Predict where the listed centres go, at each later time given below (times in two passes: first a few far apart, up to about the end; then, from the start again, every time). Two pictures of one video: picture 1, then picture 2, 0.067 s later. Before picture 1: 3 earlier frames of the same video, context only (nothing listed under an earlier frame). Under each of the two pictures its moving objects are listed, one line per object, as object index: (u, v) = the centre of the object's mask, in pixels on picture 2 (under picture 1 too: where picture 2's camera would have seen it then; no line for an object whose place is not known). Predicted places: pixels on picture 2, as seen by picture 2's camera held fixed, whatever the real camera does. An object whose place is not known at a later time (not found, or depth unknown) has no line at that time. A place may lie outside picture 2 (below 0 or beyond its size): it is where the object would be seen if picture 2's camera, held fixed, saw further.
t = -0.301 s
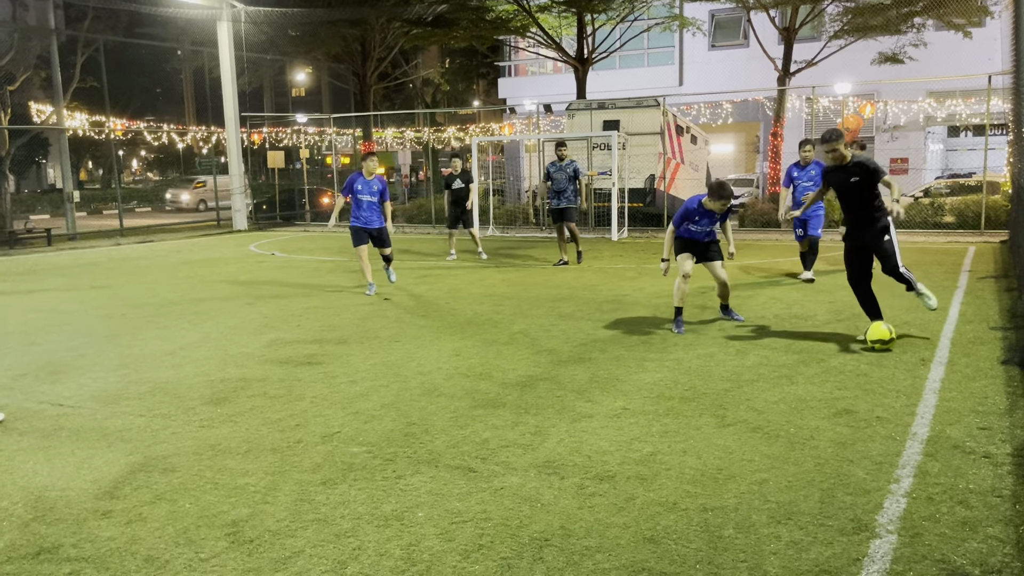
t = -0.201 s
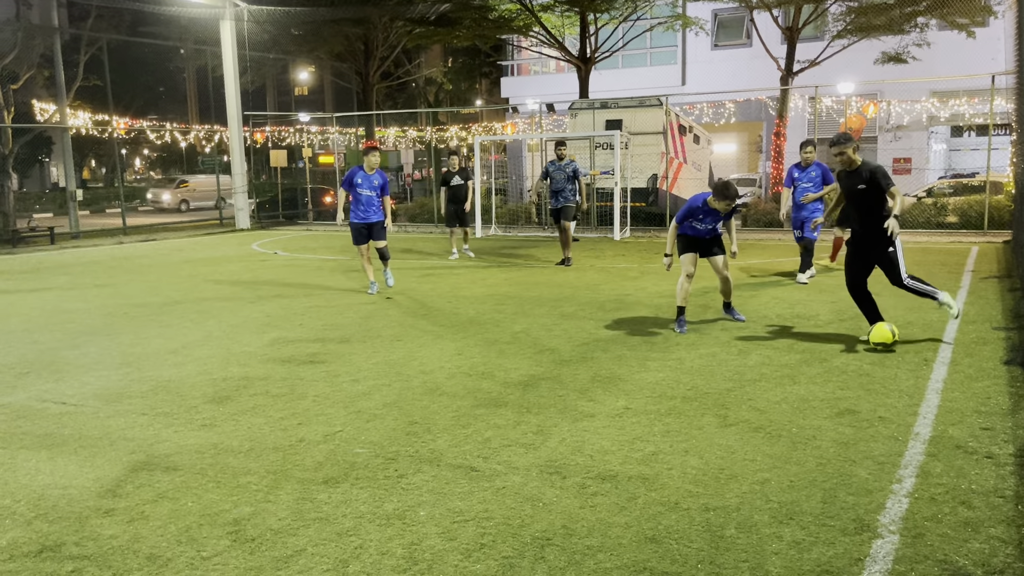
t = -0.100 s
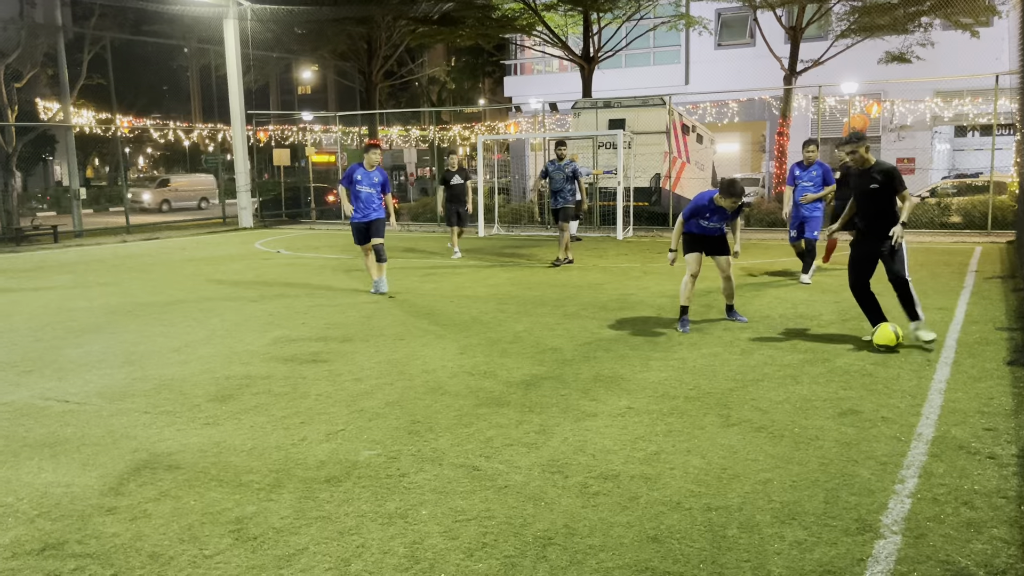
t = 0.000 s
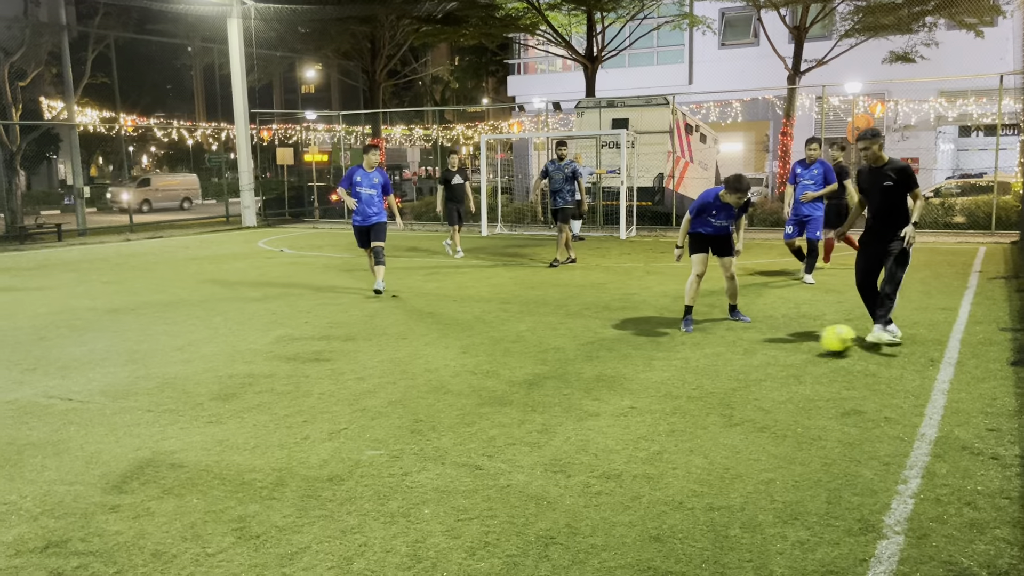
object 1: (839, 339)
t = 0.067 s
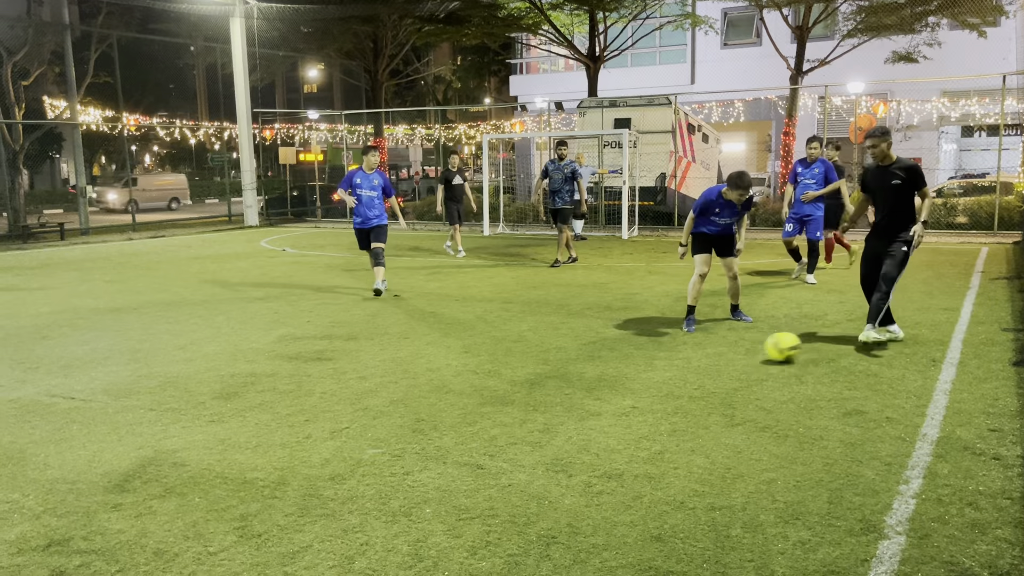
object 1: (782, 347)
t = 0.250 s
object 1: (638, 359)
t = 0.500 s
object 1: (459, 378)
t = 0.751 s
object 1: (291, 393)
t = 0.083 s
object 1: (769, 348)
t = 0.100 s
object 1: (755, 349)
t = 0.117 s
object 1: (743, 349)
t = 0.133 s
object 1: (730, 351)
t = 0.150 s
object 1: (716, 352)
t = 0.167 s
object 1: (702, 354)
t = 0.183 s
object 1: (688, 357)
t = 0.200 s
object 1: (675, 358)
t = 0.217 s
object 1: (662, 358)
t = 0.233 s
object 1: (649, 359)
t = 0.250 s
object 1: (638, 359)
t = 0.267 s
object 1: (624, 361)
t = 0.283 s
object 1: (611, 363)
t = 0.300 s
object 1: (598, 365)
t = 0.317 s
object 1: (586, 366)
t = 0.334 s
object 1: (574, 366)
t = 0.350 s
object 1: (562, 367)
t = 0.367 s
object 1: (550, 367)
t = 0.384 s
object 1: (538, 369)
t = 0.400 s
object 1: (526, 371)
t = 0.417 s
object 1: (514, 372)
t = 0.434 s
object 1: (503, 373)
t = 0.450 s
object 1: (492, 374)
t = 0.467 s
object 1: (481, 376)
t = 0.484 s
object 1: (470, 376)
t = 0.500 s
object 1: (459, 378)
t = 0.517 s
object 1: (448, 379)
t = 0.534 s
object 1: (437, 380)
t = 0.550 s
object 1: (427, 381)
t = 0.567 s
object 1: (415, 382)
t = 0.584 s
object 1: (404, 383)
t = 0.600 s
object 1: (394, 384)
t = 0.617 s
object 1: (382, 386)
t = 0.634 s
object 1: (371, 385)
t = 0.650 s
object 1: (360, 387)
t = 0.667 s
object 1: (348, 388)
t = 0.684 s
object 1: (336, 389)
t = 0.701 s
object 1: (325, 391)
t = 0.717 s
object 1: (314, 391)
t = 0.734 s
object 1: (302, 392)
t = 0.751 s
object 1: (291, 393)
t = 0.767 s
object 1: (278, 394)
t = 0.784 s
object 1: (266, 396)
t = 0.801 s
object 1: (255, 396)
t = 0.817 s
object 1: (242, 396)
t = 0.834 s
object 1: (230, 398)
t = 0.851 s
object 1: (219, 399)
